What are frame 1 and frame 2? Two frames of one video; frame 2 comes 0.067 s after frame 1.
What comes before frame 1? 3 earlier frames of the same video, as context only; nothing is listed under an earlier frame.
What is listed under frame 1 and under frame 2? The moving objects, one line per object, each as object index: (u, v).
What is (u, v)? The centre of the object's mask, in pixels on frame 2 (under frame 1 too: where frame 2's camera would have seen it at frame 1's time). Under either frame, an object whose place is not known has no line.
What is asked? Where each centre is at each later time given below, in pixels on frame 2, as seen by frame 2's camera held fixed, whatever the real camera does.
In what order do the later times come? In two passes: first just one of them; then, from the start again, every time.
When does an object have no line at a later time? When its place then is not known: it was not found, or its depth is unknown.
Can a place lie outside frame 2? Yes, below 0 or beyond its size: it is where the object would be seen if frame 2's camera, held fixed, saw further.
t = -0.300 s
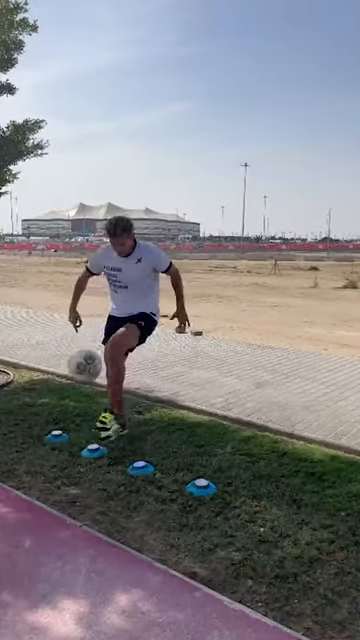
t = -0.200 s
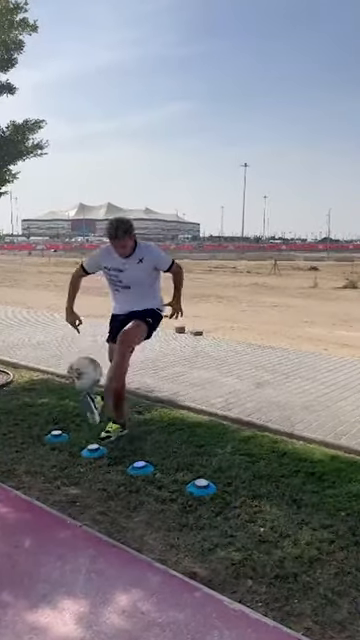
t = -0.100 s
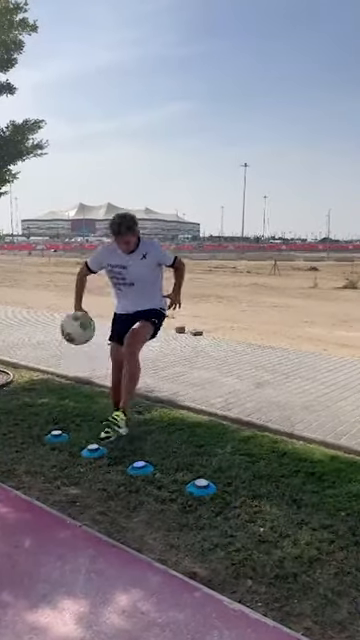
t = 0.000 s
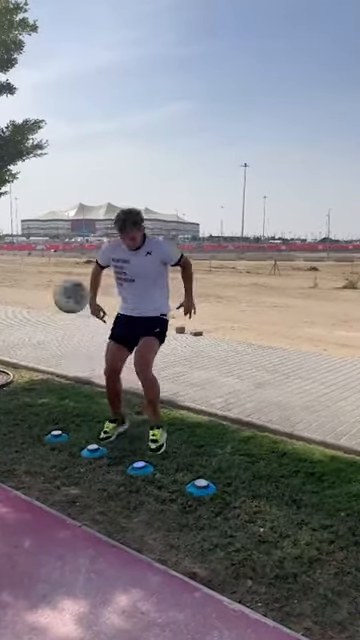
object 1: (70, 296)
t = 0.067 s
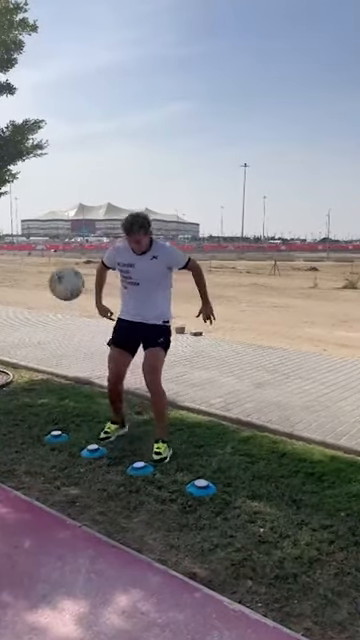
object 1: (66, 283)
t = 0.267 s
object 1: (53, 286)
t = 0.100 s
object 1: (64, 279)
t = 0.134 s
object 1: (62, 278)
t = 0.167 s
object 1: (60, 277)
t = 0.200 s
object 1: (58, 278)
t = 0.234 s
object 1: (56, 280)
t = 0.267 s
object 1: (53, 286)
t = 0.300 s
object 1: (52, 292)
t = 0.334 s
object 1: (50, 300)
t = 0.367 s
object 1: (48, 309)
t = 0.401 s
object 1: (47, 321)
